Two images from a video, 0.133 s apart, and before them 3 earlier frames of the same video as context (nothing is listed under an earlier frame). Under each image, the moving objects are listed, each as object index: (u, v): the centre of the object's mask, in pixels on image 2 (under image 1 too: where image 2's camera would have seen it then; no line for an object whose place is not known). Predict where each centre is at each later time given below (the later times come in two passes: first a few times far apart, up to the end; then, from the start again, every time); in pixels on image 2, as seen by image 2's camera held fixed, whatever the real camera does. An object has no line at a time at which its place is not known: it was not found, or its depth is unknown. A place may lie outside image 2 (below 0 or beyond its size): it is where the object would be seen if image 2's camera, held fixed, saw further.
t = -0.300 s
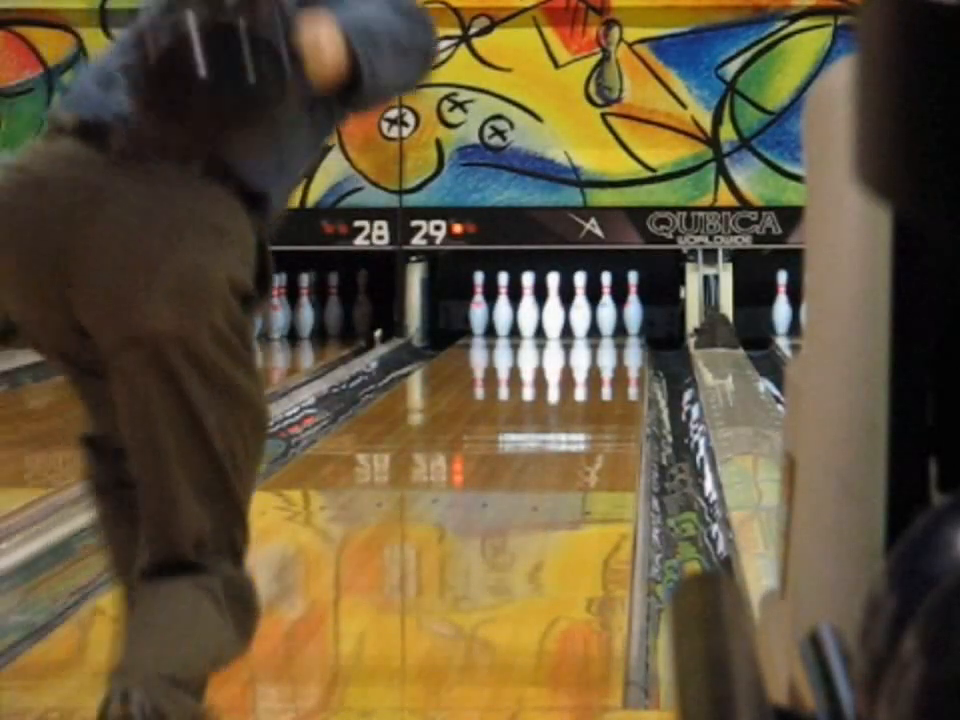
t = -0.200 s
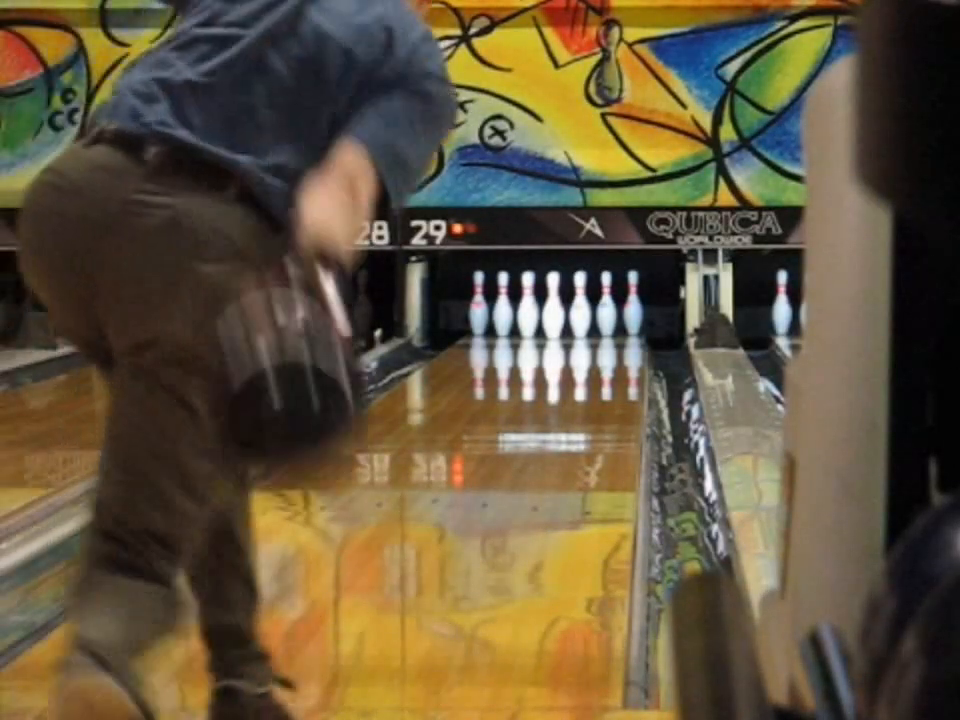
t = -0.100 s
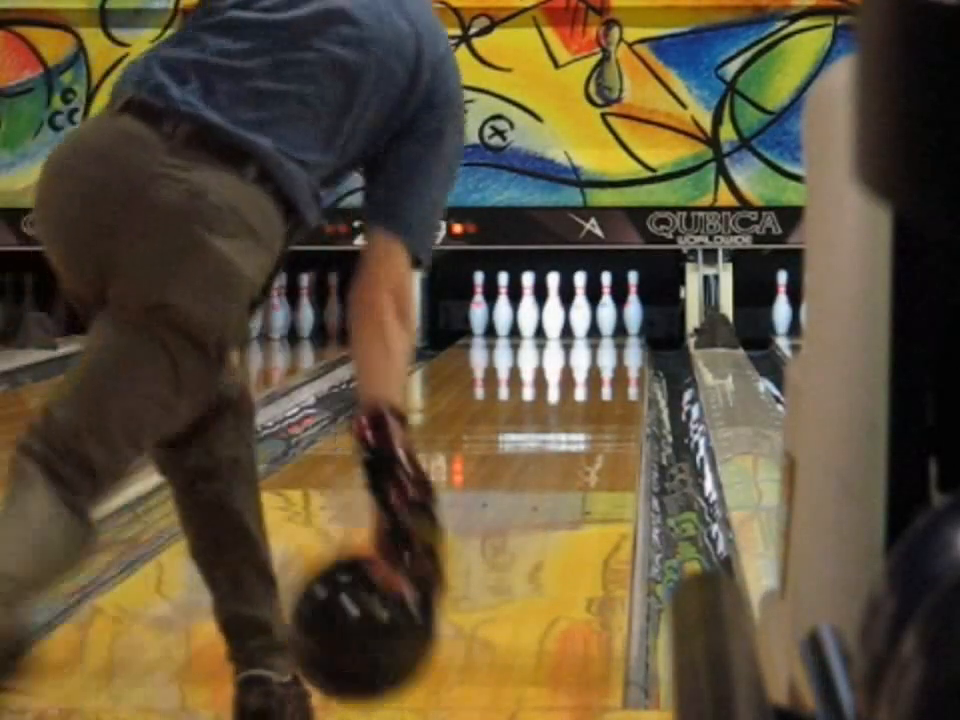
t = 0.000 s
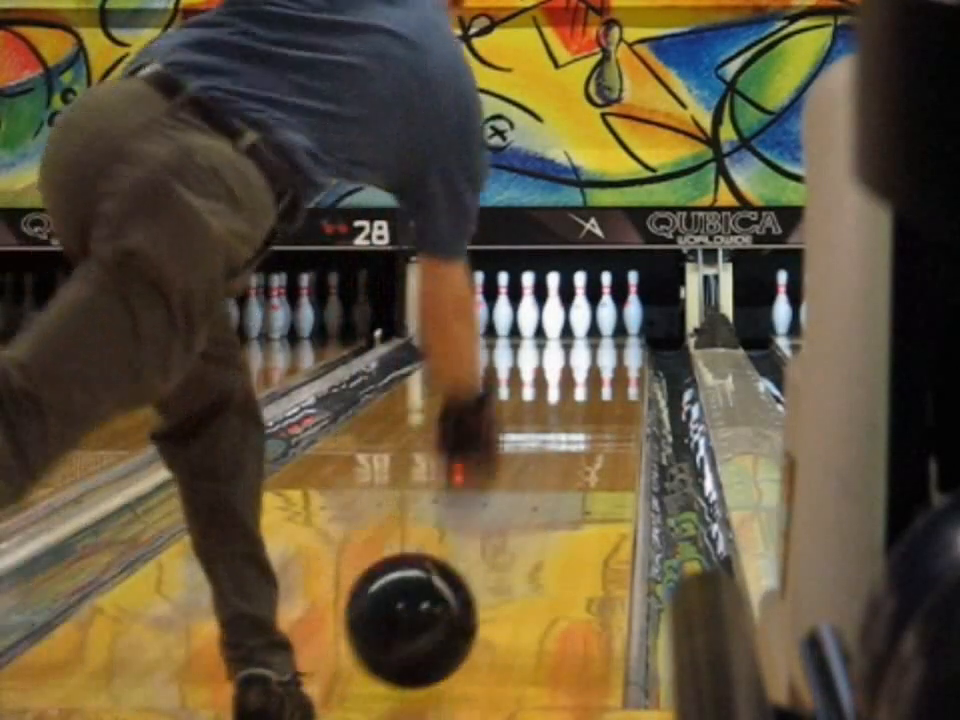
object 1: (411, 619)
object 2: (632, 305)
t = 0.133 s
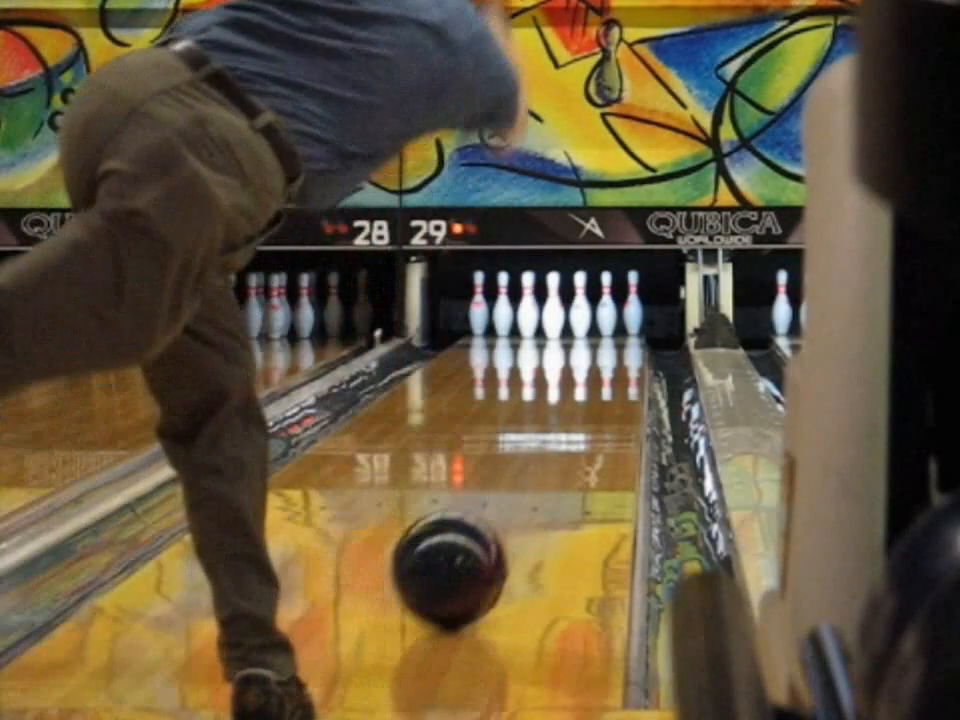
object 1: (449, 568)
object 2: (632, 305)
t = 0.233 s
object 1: (471, 536)
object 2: (632, 305)
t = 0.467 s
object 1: (509, 476)
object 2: (632, 305)
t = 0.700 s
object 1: (534, 436)
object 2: (632, 305)
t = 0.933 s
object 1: (553, 405)
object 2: (632, 305)
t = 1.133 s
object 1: (563, 386)
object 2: (632, 305)
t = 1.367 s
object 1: (573, 366)
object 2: (632, 305)
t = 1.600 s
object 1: (580, 351)
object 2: (632, 305)
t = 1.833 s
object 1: (581, 340)
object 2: (632, 305)
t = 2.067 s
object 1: (578, 330)
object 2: (632, 305)
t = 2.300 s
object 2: (632, 305)
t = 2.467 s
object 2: (646, 302)
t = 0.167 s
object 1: (457, 556)
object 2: (632, 305)
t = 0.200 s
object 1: (464, 545)
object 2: (632, 305)
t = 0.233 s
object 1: (471, 536)
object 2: (632, 305)
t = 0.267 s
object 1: (477, 526)
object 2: (632, 305)
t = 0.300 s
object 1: (484, 517)
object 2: (632, 305)
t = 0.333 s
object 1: (490, 508)
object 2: (632, 305)
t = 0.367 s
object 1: (495, 499)
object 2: (632, 305)
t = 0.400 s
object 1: (500, 491)
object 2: (632, 305)
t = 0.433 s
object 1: (505, 483)
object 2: (632, 305)
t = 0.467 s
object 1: (509, 476)
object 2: (632, 305)
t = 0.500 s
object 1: (513, 469)
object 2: (632, 305)
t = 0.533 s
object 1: (517, 463)
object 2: (632, 305)
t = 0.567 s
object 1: (521, 457)
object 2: (632, 305)
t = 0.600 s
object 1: (525, 451)
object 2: (632, 305)
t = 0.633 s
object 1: (528, 445)
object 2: (632, 305)
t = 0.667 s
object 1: (531, 441)
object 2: (632, 305)
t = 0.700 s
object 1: (534, 436)
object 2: (632, 305)
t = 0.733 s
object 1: (537, 431)
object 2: (632, 305)
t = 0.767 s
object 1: (540, 427)
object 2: (632, 305)
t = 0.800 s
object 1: (543, 422)
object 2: (632, 305)
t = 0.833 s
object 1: (545, 418)
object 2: (632, 305)
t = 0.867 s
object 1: (548, 413)
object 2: (632, 305)
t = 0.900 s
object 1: (550, 410)
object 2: (632, 305)
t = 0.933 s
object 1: (553, 405)
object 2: (632, 305)
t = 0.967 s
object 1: (554, 401)
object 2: (632, 305)
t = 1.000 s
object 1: (556, 399)
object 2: (632, 305)
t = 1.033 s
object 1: (558, 395)
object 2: (632, 305)
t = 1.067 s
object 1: (560, 392)
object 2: (632, 305)
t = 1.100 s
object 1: (562, 389)
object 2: (632, 305)
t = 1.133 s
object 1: (563, 386)
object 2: (632, 305)
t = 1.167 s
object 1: (565, 382)
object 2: (632, 305)
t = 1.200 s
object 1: (566, 379)
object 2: (632, 305)
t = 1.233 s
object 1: (568, 377)
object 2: (632, 305)
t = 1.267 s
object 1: (569, 373)
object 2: (632, 305)
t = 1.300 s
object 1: (570, 371)
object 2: (632, 305)
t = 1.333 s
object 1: (571, 369)
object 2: (632, 305)
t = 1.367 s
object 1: (573, 366)
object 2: (632, 305)
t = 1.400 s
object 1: (574, 364)
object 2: (632, 305)
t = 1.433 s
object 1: (575, 362)
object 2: (632, 305)
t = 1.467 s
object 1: (576, 360)
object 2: (632, 305)
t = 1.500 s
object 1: (577, 358)
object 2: (632, 305)
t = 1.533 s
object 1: (577, 356)
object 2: (632, 305)
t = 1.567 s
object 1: (579, 353)
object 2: (632, 305)
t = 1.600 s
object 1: (580, 351)
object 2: (632, 305)
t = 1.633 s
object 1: (580, 350)
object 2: (632, 305)
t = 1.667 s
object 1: (581, 347)
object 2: (632, 305)
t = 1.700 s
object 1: (581, 346)
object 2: (632, 305)
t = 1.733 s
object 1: (581, 344)
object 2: (632, 305)
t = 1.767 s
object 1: (581, 342)
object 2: (632, 305)
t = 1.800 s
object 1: (581, 341)
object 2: (632, 305)
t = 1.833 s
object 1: (581, 340)
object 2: (632, 305)
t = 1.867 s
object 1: (581, 338)
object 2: (632, 305)
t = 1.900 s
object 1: (581, 337)
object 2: (632, 305)
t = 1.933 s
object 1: (581, 335)
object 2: (632, 305)
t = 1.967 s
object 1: (580, 334)
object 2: (632, 305)
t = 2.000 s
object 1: (580, 333)
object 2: (632, 305)
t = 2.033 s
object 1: (579, 332)
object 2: (632, 305)
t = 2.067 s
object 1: (578, 330)
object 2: (632, 305)
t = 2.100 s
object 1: (577, 328)
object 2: (632, 305)
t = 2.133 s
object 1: (576, 325)
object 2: (632, 305)
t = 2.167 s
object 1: (575, 325)
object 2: (632, 305)
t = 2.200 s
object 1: (573, 323)
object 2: (632, 305)
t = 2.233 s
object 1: (572, 322)
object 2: (632, 305)
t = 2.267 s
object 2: (632, 305)
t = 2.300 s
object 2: (632, 305)
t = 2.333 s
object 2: (632, 305)
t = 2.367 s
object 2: (633, 304)
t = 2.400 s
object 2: (633, 304)
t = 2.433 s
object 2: (638, 301)
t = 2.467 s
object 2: (646, 302)
